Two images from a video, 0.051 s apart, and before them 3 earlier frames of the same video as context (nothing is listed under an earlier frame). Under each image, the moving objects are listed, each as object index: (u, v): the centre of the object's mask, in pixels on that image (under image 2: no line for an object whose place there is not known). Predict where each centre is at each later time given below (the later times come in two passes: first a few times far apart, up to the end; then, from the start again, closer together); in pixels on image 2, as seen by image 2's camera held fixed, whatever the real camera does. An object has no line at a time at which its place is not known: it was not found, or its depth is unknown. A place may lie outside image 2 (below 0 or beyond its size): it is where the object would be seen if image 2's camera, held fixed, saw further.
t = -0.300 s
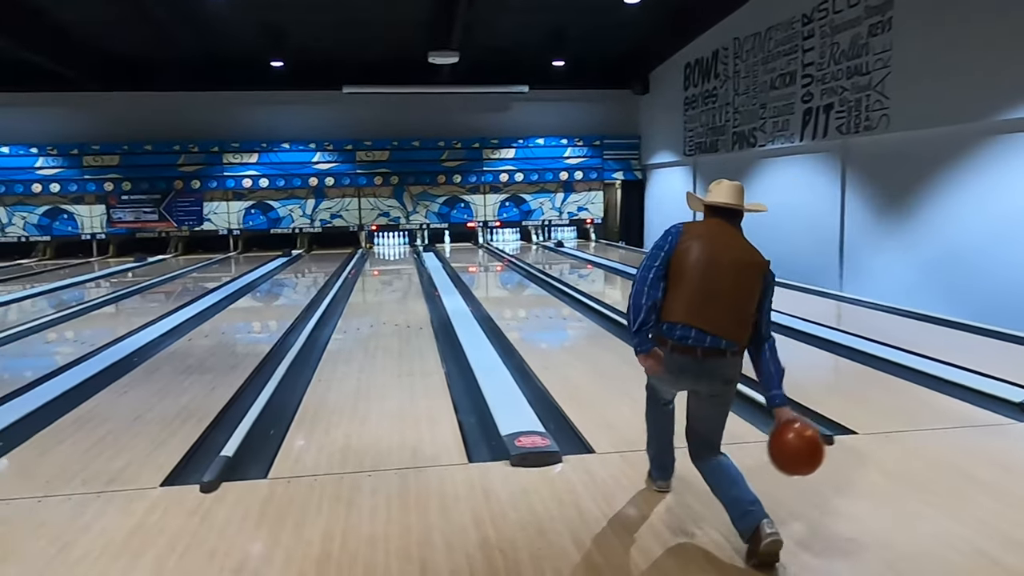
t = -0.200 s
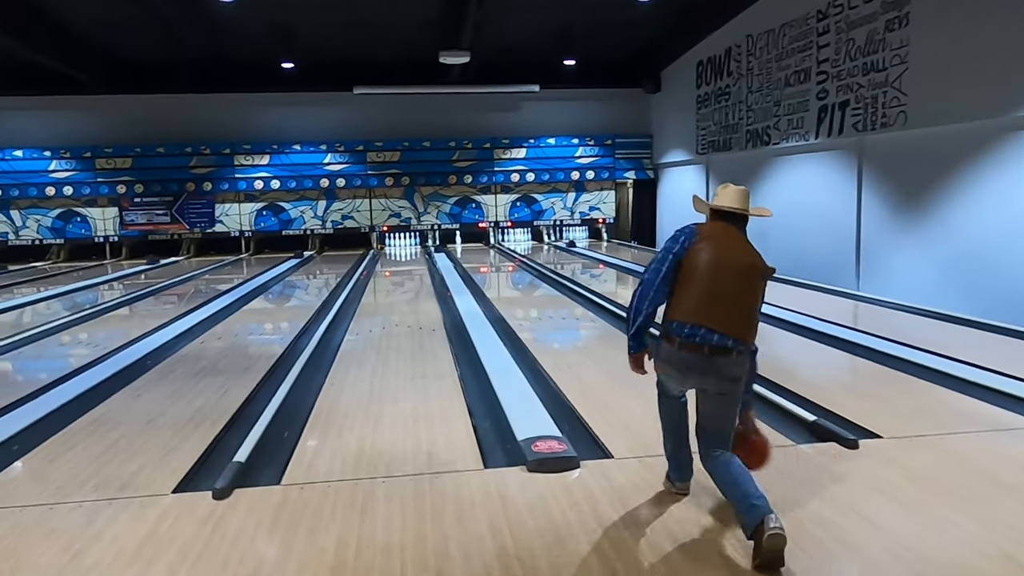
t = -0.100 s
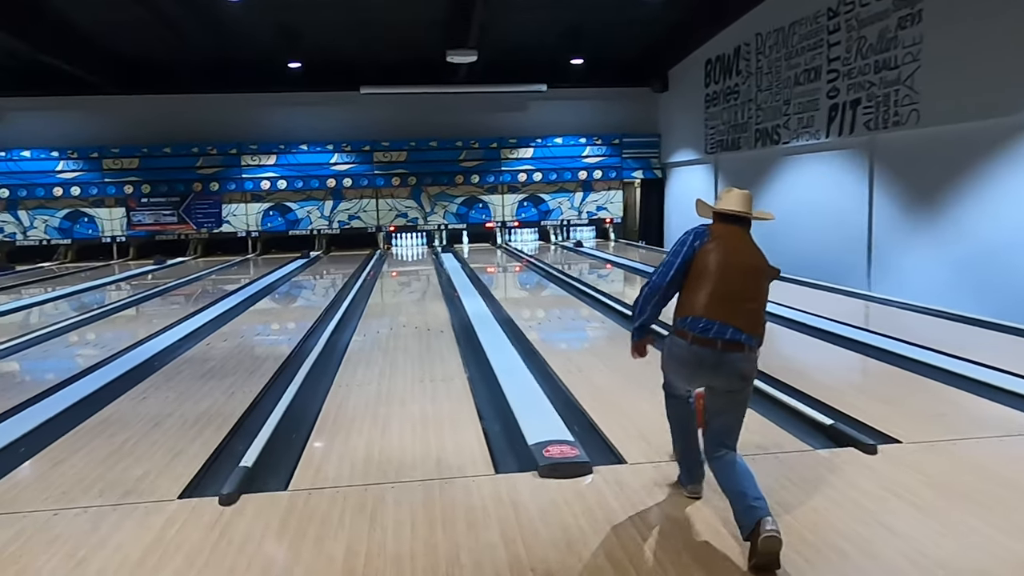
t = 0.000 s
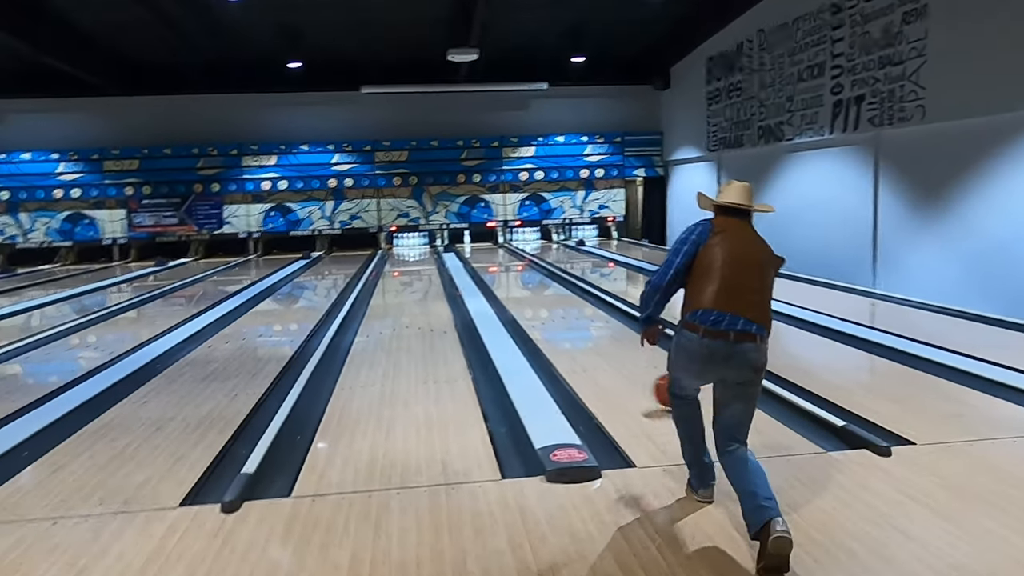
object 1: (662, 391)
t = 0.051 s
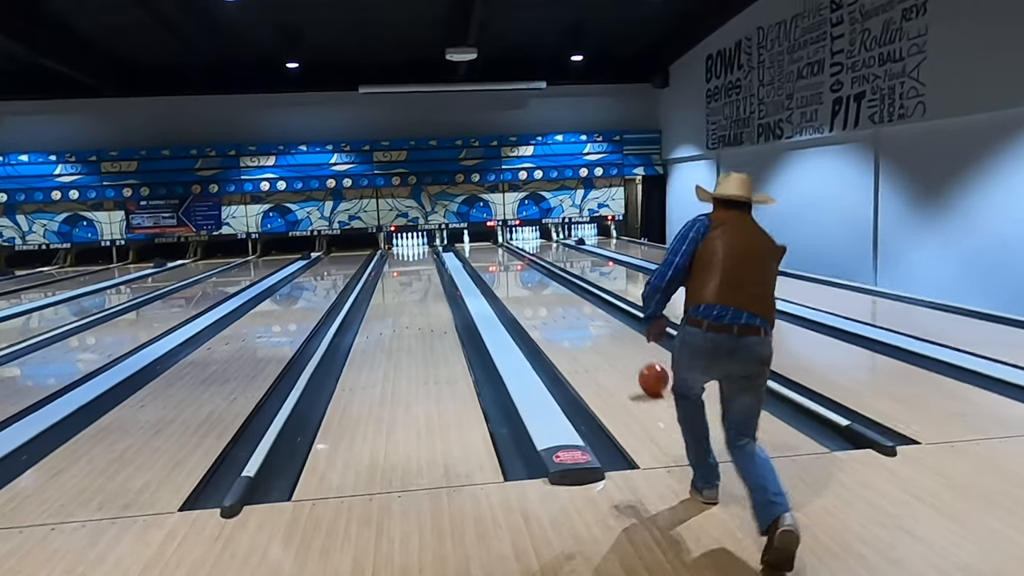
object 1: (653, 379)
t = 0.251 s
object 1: (602, 339)
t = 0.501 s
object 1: (563, 309)
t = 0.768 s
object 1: (537, 287)
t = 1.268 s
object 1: (508, 264)
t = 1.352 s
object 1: (505, 261)
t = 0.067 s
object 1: (648, 375)
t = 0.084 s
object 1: (643, 371)
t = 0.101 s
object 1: (638, 368)
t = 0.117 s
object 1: (633, 364)
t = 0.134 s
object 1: (629, 361)
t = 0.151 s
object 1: (625, 357)
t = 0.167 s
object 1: (621, 354)
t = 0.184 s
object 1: (617, 351)
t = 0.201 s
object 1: (613, 348)
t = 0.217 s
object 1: (609, 345)
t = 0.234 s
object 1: (606, 342)
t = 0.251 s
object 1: (602, 339)
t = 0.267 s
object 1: (599, 337)
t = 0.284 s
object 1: (596, 334)
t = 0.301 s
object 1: (593, 332)
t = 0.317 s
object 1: (590, 329)
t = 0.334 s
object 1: (587, 327)
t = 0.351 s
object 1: (584, 325)
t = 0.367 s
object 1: (582, 323)
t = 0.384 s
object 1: (579, 321)
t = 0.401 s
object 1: (577, 319)
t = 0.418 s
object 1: (574, 317)
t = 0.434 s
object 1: (572, 315)
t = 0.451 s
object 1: (570, 314)
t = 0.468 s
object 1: (568, 312)
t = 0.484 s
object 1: (565, 310)
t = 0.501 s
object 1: (563, 309)
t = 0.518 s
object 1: (561, 307)
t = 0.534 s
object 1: (559, 305)
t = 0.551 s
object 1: (557, 304)
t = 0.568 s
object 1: (556, 303)
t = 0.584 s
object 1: (554, 301)
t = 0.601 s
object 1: (552, 299)
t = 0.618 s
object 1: (550, 298)
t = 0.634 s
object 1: (549, 297)
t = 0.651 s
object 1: (547, 296)
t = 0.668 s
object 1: (546, 295)
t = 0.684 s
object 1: (544, 293)
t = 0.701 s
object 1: (543, 292)
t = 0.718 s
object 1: (541, 291)
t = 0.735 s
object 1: (540, 290)
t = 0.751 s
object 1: (538, 289)
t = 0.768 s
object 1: (537, 287)
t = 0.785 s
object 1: (536, 286)
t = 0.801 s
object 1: (535, 285)
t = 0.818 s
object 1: (533, 284)
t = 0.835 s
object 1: (532, 283)
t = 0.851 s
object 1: (531, 282)
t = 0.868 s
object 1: (530, 282)
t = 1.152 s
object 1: (513, 268)
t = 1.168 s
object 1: (513, 268)
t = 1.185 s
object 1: (512, 267)
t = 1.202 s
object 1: (511, 266)
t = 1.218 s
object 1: (511, 266)
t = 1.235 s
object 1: (510, 265)
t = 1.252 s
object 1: (509, 265)
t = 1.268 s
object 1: (508, 264)
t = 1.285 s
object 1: (507, 264)
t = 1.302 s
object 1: (506, 263)
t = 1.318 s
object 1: (506, 262)
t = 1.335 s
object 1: (505, 262)
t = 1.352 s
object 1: (505, 261)
